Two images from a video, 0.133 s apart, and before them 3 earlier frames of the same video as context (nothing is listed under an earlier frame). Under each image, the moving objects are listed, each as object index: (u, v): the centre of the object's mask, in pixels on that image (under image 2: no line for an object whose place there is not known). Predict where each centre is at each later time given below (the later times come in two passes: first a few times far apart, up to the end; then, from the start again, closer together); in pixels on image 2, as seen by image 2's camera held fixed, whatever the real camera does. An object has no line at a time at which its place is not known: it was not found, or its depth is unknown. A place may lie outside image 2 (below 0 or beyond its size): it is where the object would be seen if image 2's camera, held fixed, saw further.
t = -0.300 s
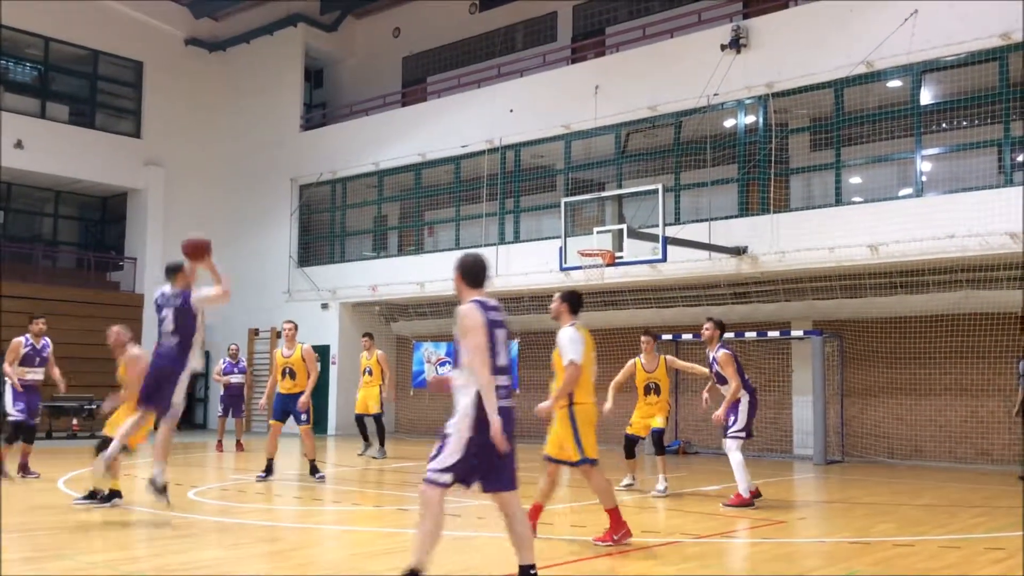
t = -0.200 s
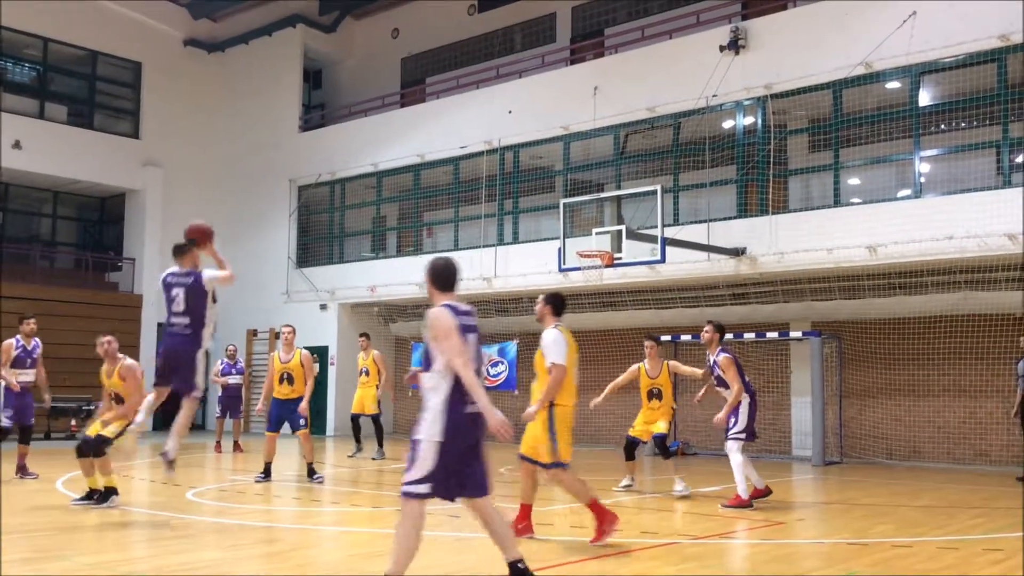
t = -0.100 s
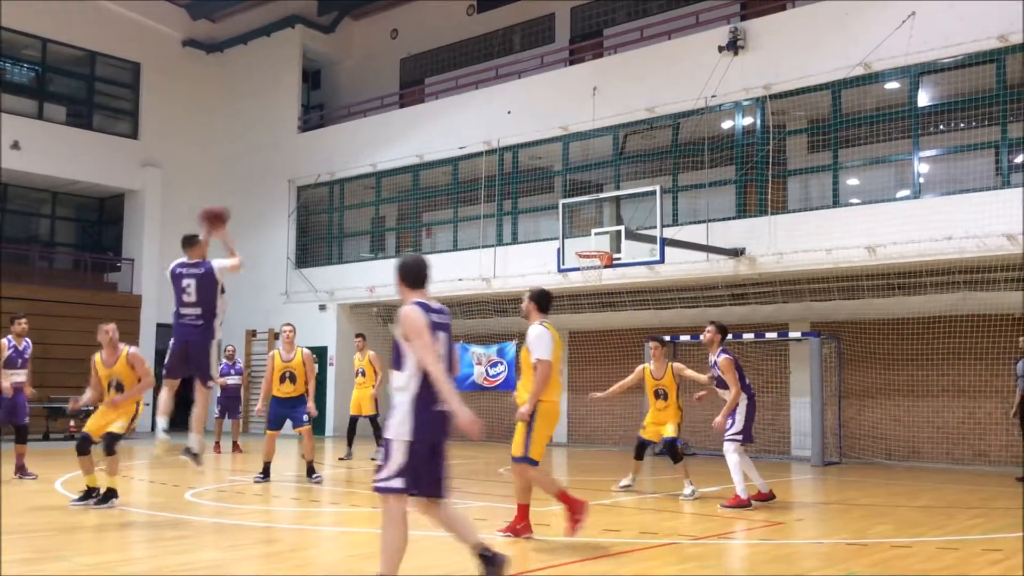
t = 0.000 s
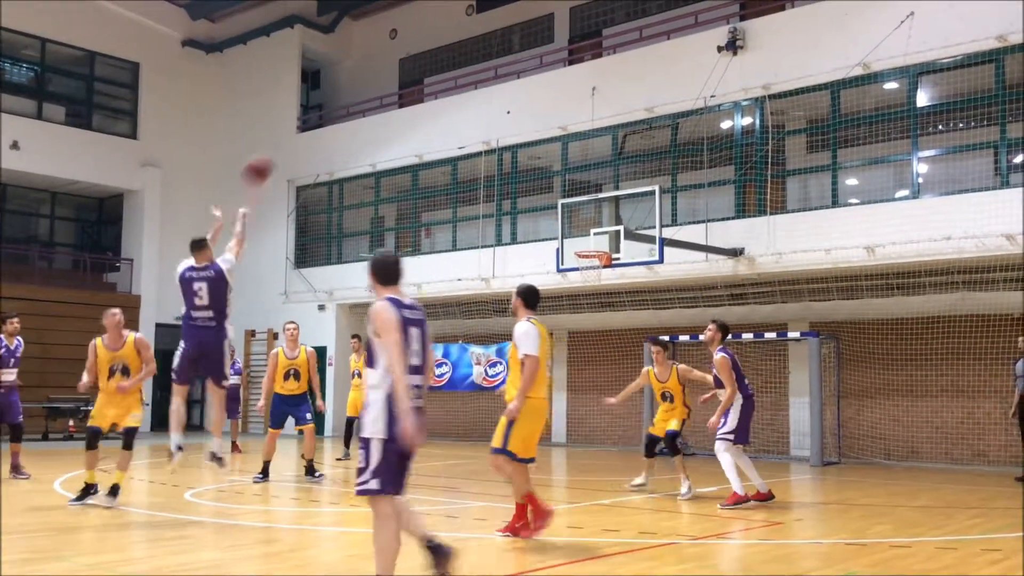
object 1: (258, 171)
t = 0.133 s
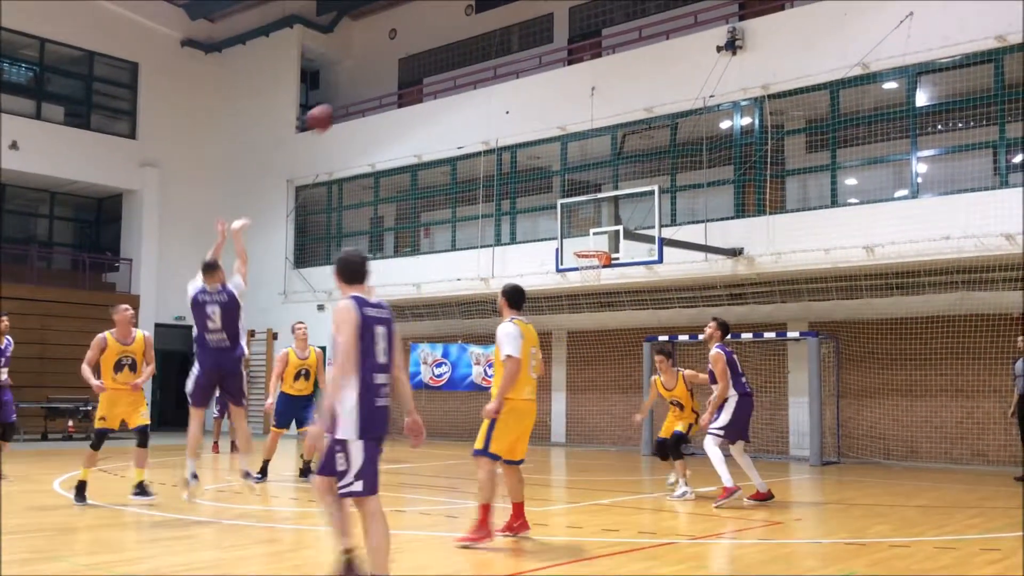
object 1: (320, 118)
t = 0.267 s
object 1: (373, 92)
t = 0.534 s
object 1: (459, 92)
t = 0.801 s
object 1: (528, 143)
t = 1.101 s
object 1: (587, 245)
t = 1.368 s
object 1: (593, 304)
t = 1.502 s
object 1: (593, 341)
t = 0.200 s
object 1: (348, 101)
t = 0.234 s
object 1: (360, 97)
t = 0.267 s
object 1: (373, 92)
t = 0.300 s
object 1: (385, 89)
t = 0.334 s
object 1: (398, 86)
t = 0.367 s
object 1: (408, 85)
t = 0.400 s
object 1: (419, 84)
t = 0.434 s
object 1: (429, 84)
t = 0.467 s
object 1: (440, 86)
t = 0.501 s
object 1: (448, 88)
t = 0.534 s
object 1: (459, 92)
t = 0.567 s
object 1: (468, 96)
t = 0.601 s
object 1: (477, 101)
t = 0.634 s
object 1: (486, 106)
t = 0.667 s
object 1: (494, 112)
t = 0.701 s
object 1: (502, 119)
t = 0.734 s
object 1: (510, 126)
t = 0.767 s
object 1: (519, 134)
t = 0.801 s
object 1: (528, 143)
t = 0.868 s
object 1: (543, 163)
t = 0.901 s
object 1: (547, 171)
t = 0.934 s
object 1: (555, 185)
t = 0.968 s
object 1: (562, 196)
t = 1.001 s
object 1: (568, 209)
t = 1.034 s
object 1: (574, 219)
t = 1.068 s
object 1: (581, 233)
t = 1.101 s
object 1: (587, 245)
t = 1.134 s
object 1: (592, 262)
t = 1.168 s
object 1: (596, 268)
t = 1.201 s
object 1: (596, 272)
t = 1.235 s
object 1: (595, 277)
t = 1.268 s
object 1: (595, 282)
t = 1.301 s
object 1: (595, 289)
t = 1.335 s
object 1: (594, 295)
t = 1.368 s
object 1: (593, 304)
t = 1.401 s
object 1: (593, 311)
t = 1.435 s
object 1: (592, 321)
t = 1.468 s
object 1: (592, 332)
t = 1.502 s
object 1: (593, 341)
